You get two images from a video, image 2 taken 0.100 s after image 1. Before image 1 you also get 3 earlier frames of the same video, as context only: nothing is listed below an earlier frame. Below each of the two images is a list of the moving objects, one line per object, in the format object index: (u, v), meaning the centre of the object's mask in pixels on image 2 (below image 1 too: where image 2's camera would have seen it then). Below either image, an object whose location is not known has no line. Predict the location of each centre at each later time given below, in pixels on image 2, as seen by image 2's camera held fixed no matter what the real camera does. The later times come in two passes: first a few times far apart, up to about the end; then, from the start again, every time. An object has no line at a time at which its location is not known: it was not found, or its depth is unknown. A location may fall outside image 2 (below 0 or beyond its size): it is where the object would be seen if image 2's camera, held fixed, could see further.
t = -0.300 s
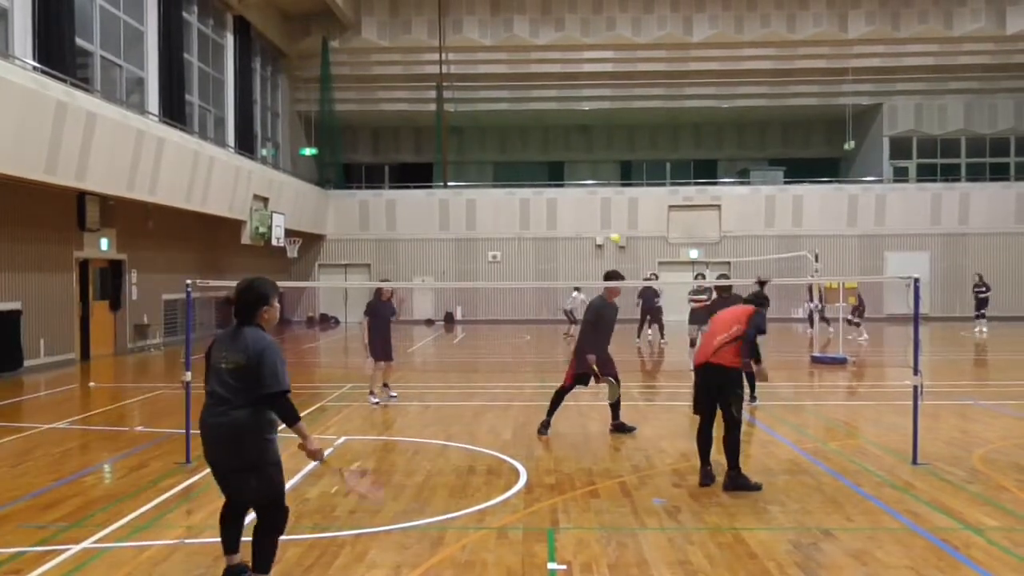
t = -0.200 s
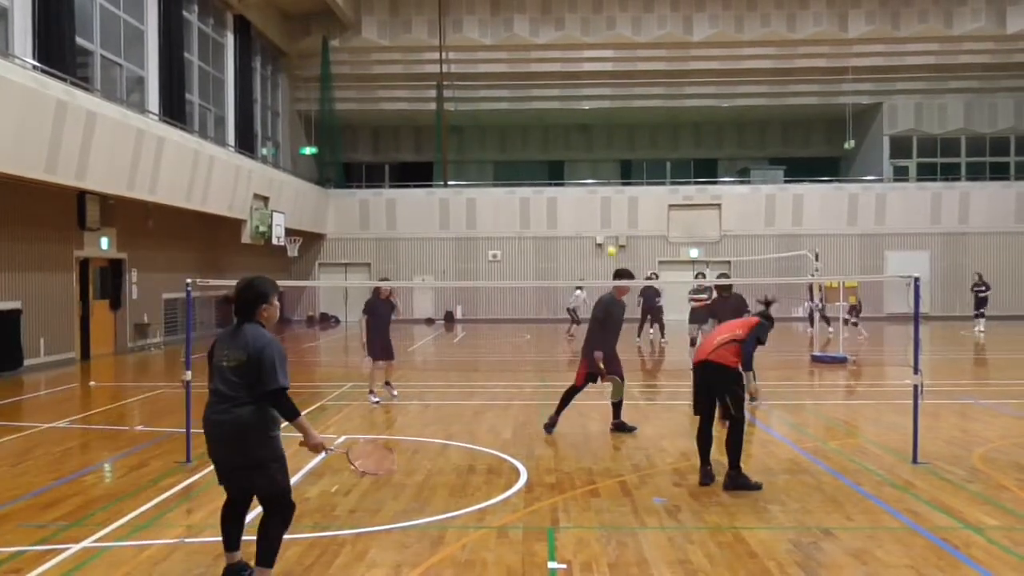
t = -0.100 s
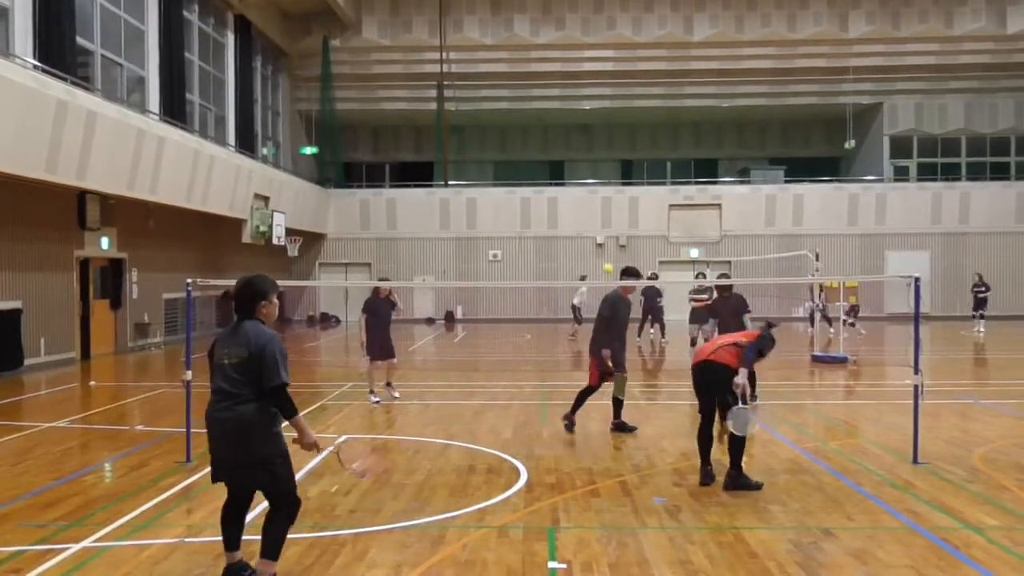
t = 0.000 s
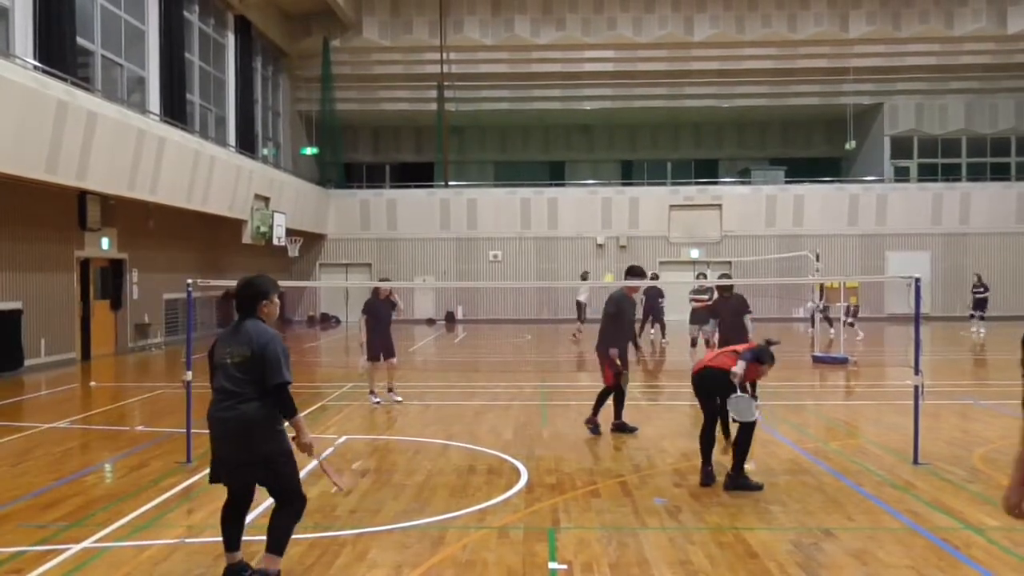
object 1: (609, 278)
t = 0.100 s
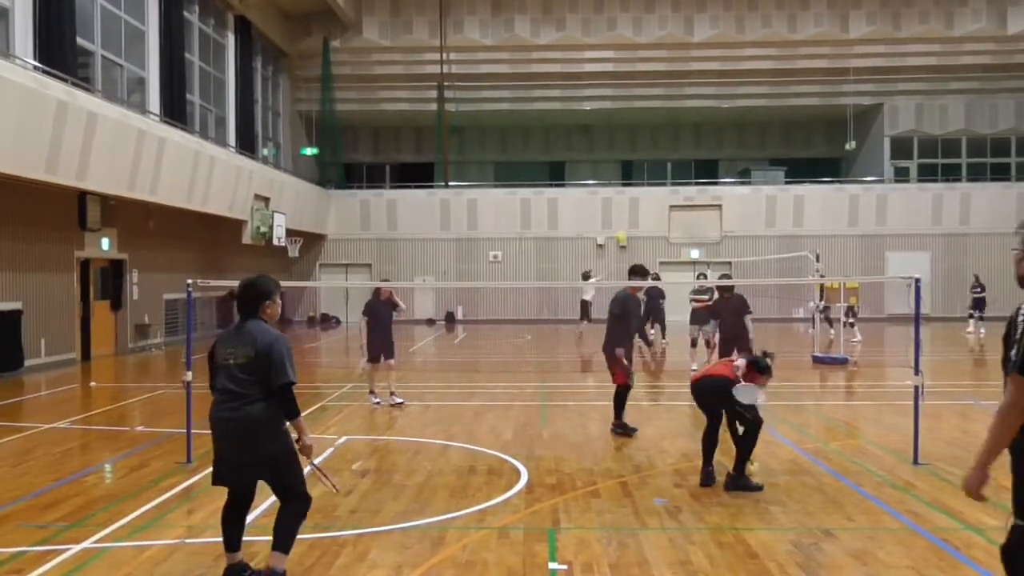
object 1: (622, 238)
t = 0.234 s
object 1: (635, 187)
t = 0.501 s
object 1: (657, 114)
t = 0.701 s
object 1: (673, 81)
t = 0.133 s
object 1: (624, 223)
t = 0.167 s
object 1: (629, 211)
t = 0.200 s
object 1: (633, 198)
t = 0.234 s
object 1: (635, 187)
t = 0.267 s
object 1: (638, 177)
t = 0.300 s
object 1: (640, 166)
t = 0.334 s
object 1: (643, 157)
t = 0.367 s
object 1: (646, 147)
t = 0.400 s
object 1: (649, 138)
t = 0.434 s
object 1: (652, 130)
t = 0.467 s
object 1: (654, 121)
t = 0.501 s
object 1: (657, 114)
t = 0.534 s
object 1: (659, 108)
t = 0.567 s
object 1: (663, 101)
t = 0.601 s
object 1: (665, 95)
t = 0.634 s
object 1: (668, 89)
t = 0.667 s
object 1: (670, 85)
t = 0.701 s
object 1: (673, 81)
